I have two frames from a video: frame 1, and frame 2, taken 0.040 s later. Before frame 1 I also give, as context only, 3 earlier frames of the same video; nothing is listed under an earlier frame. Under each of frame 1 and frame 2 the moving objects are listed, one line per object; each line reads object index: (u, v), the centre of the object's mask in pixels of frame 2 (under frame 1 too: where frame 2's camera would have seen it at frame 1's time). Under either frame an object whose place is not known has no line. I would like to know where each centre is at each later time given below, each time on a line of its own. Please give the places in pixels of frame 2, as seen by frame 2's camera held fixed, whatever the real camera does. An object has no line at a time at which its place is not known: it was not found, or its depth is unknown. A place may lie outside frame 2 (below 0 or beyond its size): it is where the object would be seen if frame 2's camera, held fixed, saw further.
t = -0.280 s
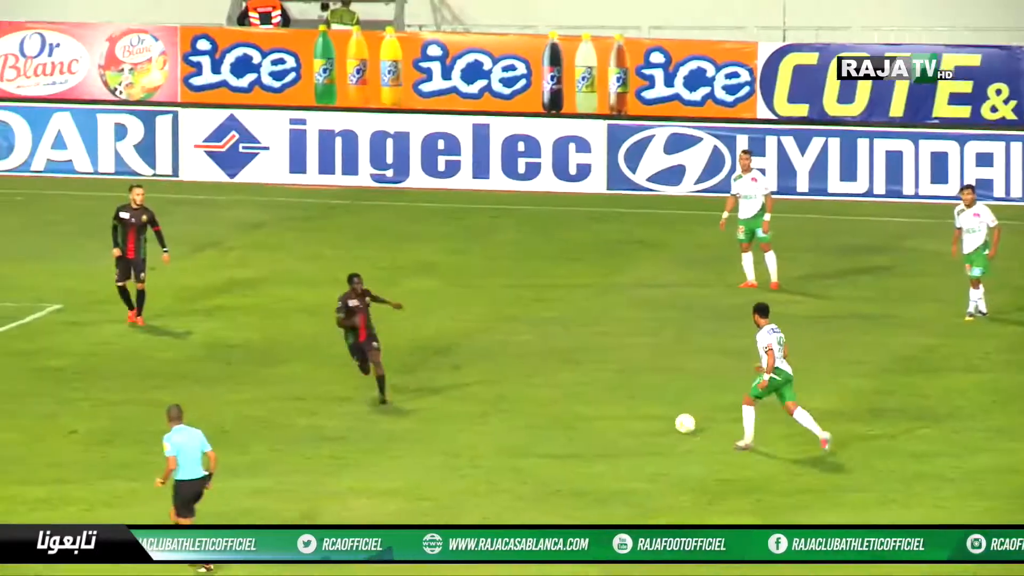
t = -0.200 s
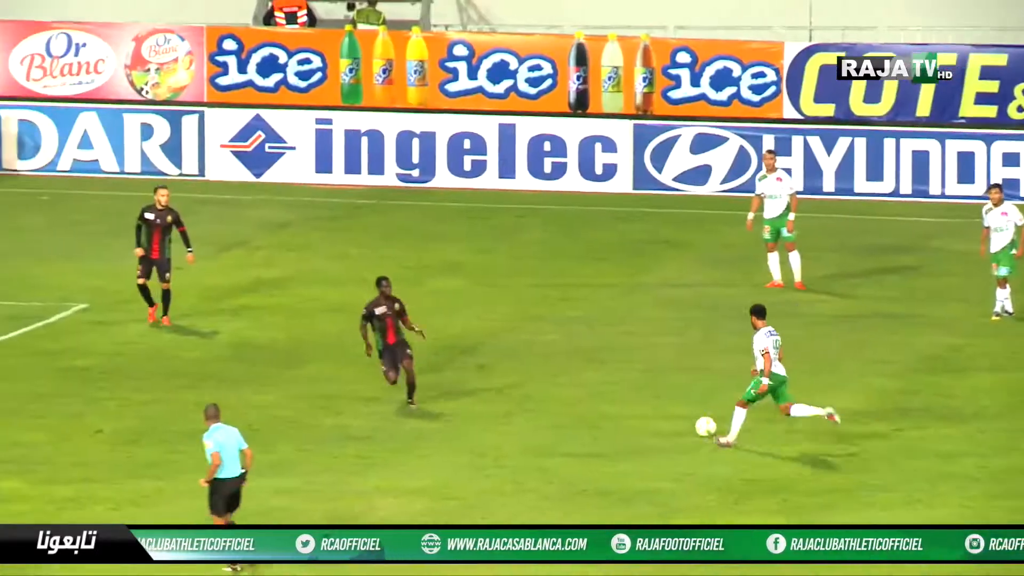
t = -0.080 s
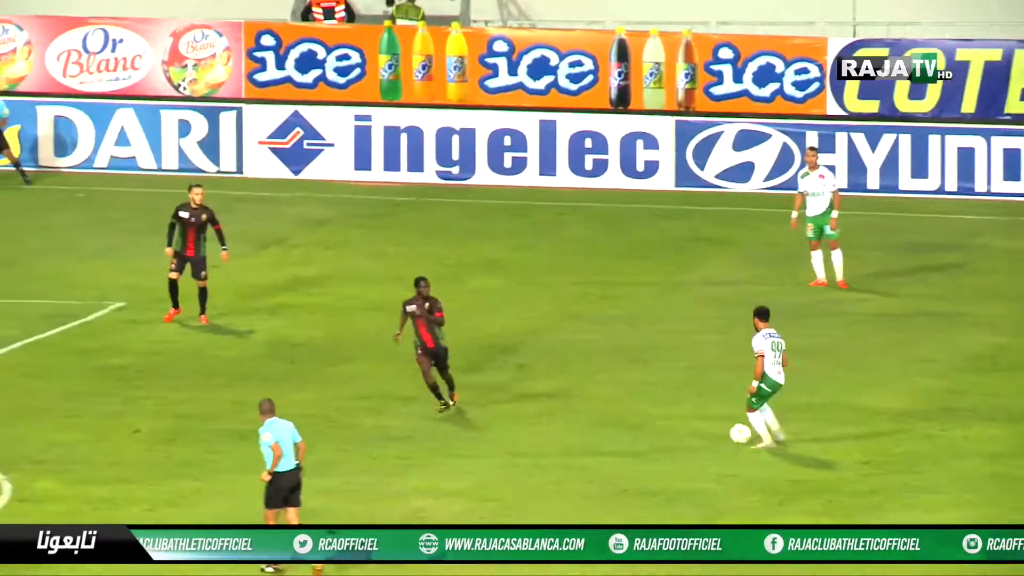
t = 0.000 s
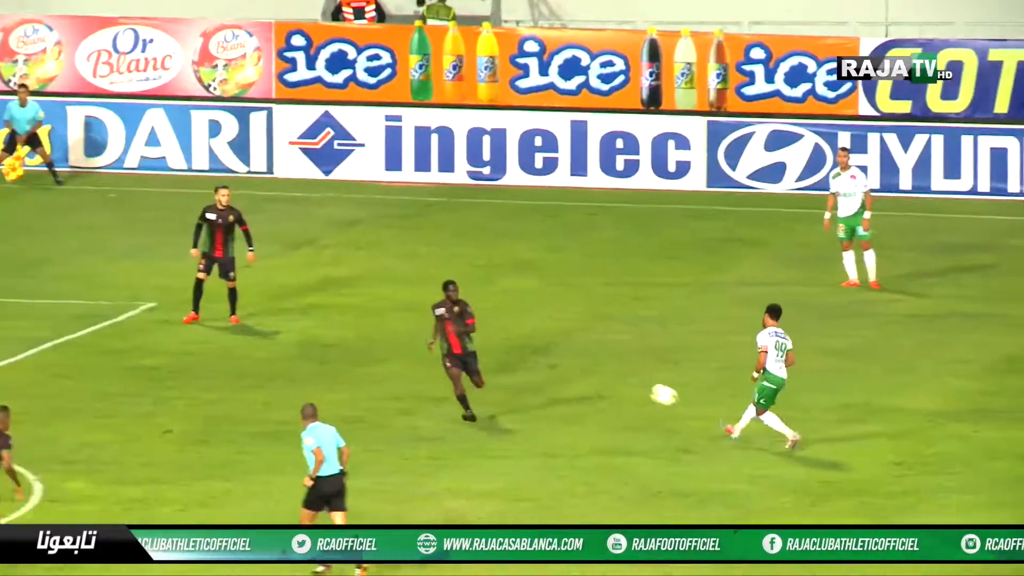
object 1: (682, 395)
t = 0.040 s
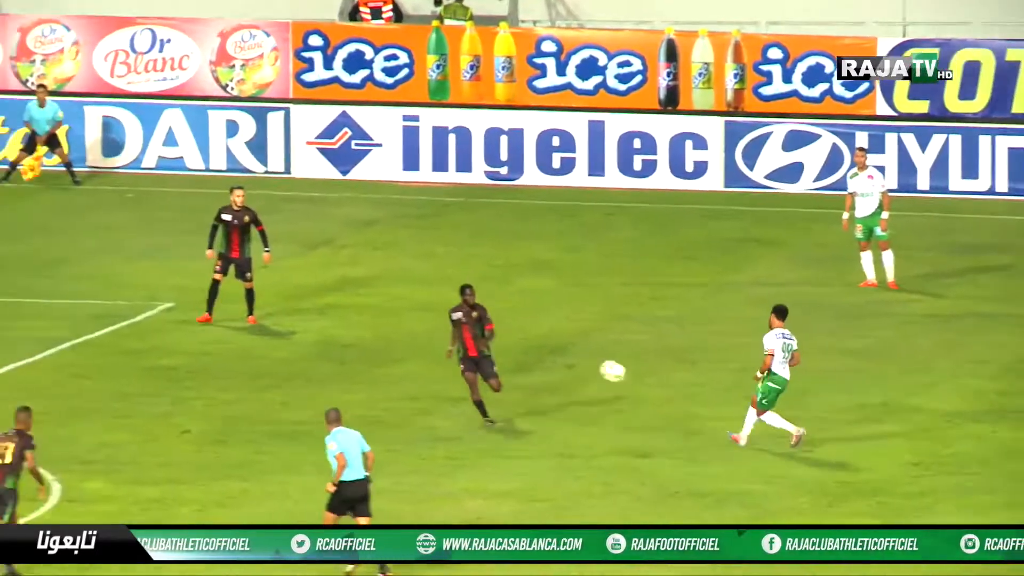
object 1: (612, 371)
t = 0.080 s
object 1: (545, 349)
